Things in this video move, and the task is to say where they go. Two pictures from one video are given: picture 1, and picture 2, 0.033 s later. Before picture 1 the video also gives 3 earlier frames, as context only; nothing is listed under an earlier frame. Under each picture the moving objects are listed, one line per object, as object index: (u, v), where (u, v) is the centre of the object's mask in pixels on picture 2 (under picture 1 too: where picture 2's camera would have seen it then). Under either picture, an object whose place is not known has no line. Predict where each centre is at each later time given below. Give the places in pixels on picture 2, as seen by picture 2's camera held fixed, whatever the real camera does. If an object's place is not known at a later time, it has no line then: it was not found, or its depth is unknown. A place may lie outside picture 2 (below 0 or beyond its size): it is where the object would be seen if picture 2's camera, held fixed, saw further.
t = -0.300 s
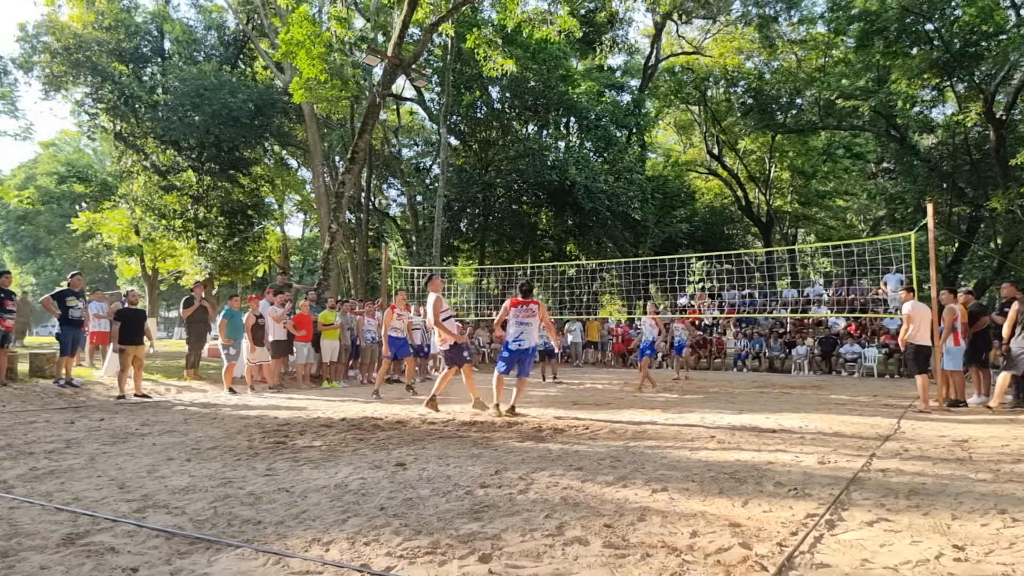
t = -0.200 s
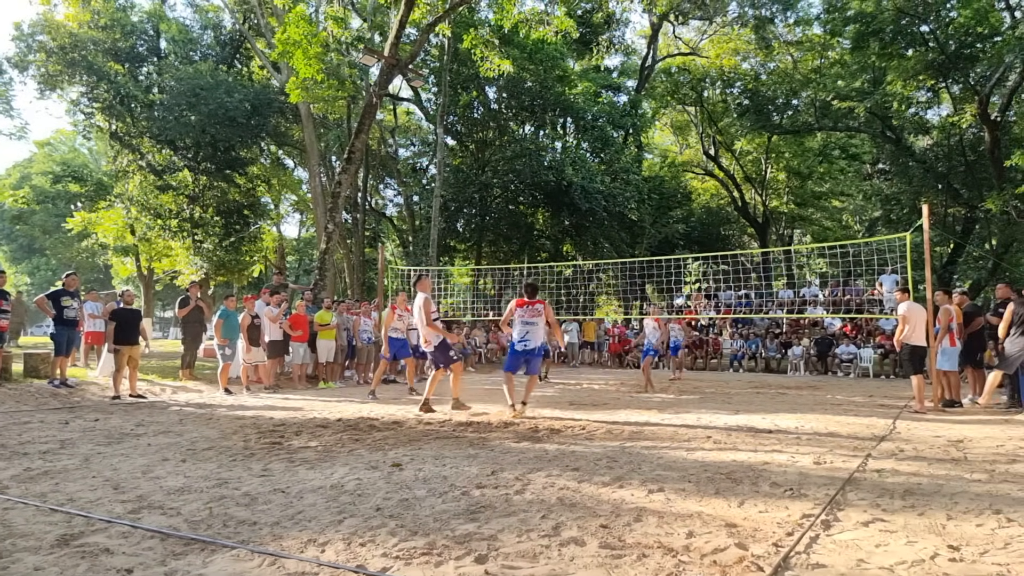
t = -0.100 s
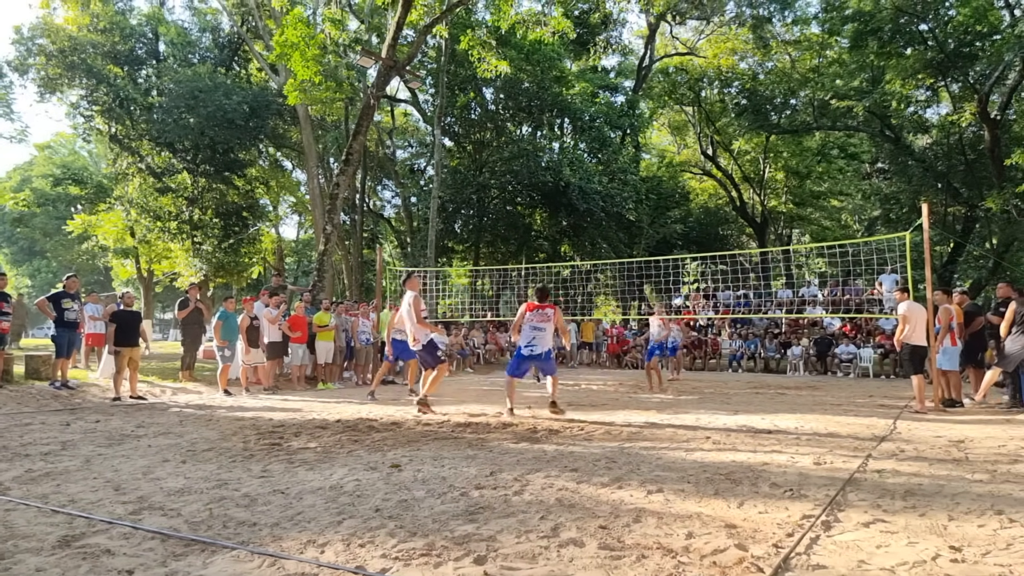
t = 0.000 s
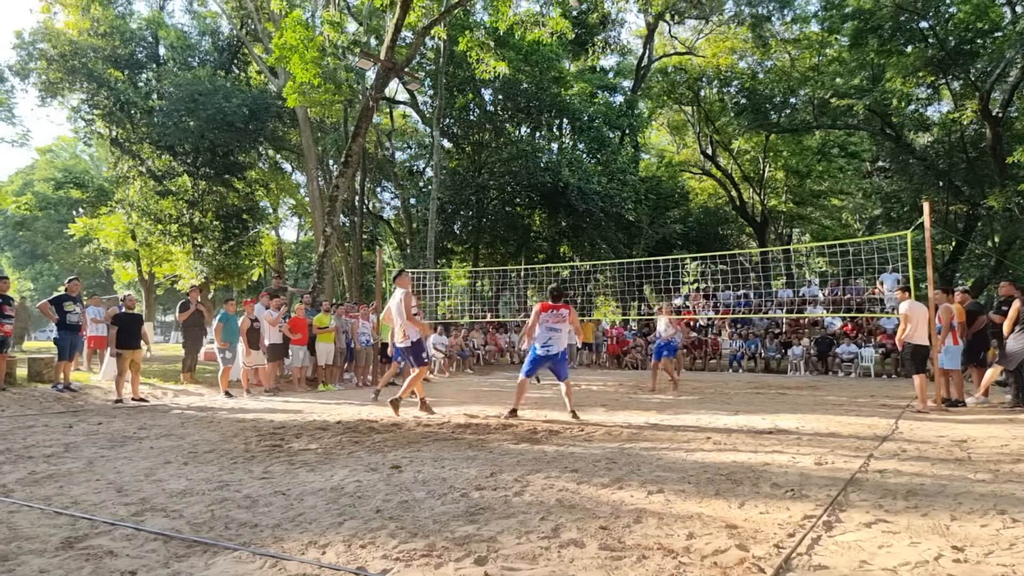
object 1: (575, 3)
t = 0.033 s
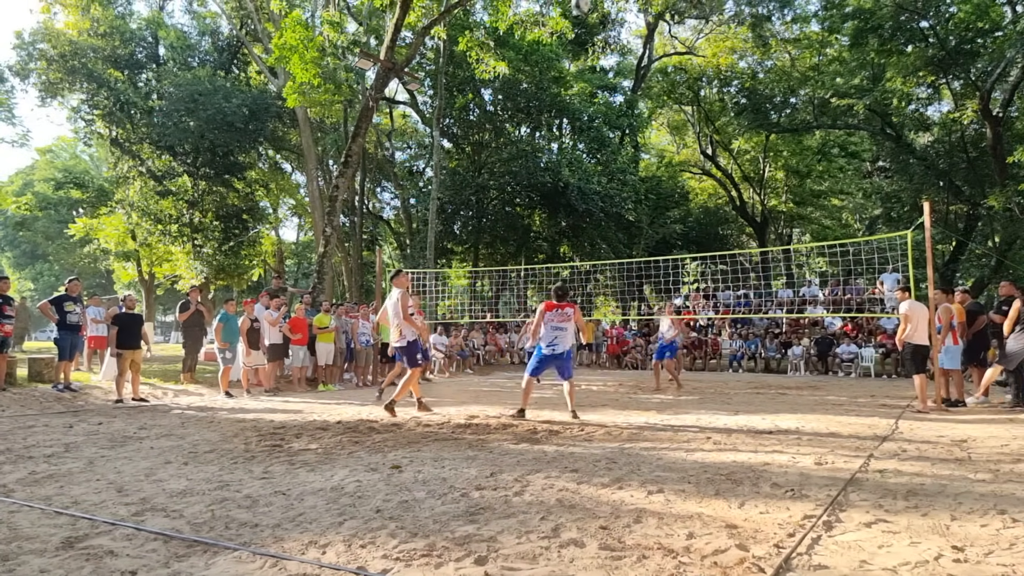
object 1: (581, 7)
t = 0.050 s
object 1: (582, 9)
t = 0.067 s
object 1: (583, 11)
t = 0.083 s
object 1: (584, 16)
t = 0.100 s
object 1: (586, 21)
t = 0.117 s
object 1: (587, 26)
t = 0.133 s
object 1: (587, 32)
